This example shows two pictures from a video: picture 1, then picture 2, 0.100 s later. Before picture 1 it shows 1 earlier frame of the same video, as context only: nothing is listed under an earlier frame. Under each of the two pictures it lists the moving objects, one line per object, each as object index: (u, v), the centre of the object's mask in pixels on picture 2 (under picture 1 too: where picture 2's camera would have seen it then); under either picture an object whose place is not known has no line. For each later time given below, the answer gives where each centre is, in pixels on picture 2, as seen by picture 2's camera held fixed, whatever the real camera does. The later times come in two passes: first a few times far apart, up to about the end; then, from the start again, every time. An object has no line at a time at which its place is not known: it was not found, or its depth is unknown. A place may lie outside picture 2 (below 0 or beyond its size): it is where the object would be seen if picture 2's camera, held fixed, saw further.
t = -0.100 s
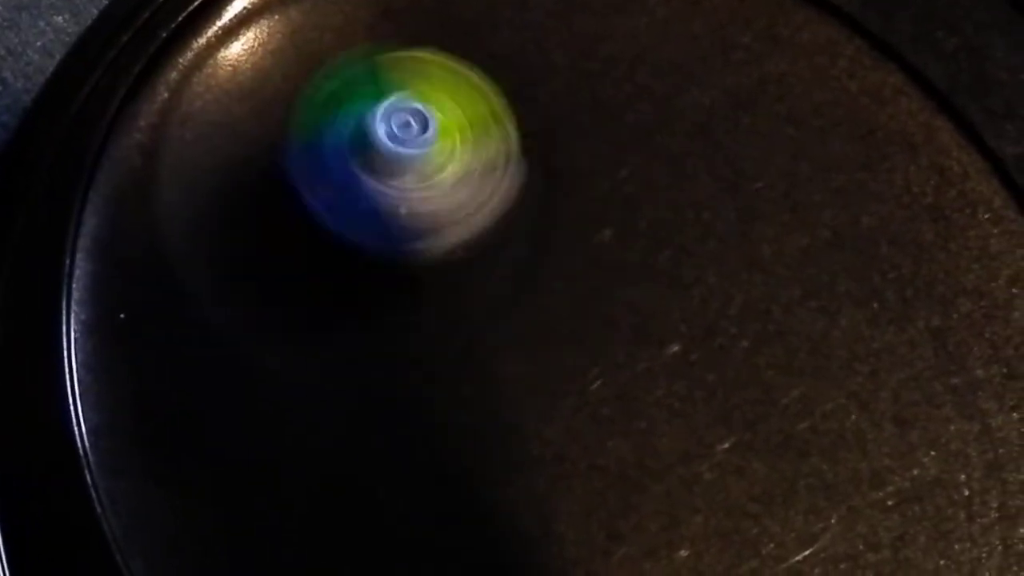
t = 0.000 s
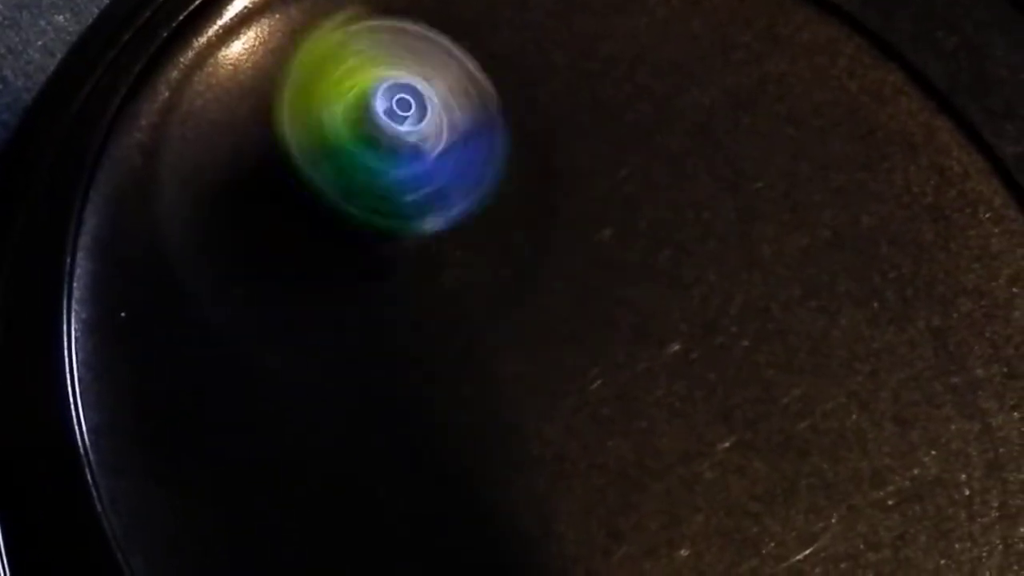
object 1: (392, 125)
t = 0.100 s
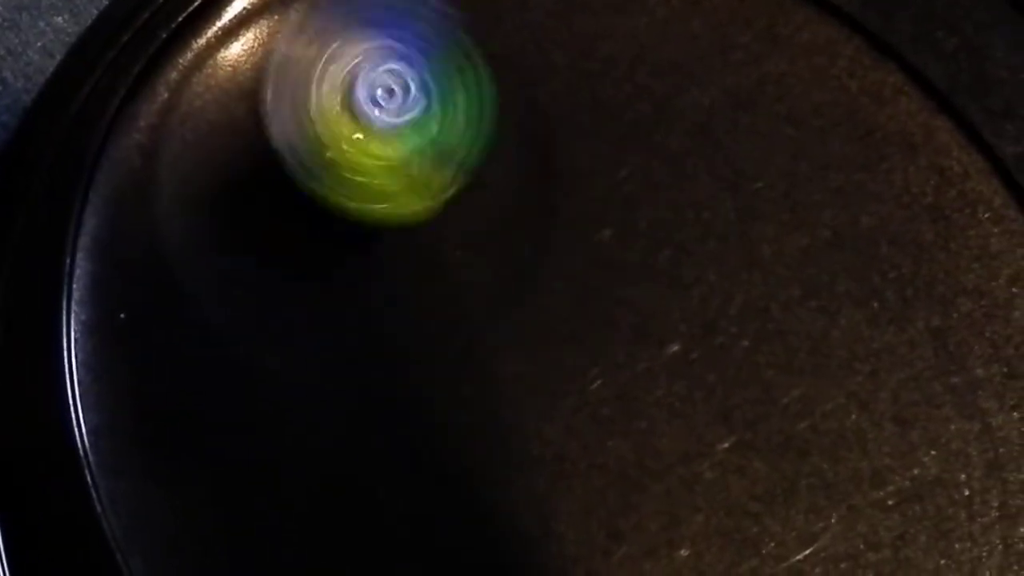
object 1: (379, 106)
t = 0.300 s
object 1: (369, 64)
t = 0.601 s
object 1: (293, 103)
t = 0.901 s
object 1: (254, 201)
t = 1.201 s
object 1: (276, 197)
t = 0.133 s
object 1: (377, 98)
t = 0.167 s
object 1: (379, 93)
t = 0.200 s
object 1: (382, 85)
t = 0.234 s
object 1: (380, 76)
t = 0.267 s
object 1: (374, 69)
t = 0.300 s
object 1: (369, 64)
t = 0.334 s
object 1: (366, 63)
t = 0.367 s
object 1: (356, 66)
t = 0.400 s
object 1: (344, 70)
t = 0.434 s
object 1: (332, 73)
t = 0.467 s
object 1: (325, 74)
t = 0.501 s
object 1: (326, 81)
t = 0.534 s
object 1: (308, 87)
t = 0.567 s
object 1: (300, 96)
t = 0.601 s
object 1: (293, 103)
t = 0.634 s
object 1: (282, 107)
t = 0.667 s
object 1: (274, 120)
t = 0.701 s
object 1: (273, 144)
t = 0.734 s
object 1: (260, 151)
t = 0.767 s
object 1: (258, 160)
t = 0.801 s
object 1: (260, 171)
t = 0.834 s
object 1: (258, 180)
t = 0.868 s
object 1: (258, 194)
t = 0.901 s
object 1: (254, 201)
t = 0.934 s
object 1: (256, 207)
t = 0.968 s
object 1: (257, 212)
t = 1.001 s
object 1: (256, 216)
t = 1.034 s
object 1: (258, 220)
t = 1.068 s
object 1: (258, 224)
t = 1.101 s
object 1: (257, 219)
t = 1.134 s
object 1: (255, 211)
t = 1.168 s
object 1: (263, 203)
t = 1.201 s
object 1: (276, 197)
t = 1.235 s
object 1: (284, 200)
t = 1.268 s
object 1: (288, 205)
